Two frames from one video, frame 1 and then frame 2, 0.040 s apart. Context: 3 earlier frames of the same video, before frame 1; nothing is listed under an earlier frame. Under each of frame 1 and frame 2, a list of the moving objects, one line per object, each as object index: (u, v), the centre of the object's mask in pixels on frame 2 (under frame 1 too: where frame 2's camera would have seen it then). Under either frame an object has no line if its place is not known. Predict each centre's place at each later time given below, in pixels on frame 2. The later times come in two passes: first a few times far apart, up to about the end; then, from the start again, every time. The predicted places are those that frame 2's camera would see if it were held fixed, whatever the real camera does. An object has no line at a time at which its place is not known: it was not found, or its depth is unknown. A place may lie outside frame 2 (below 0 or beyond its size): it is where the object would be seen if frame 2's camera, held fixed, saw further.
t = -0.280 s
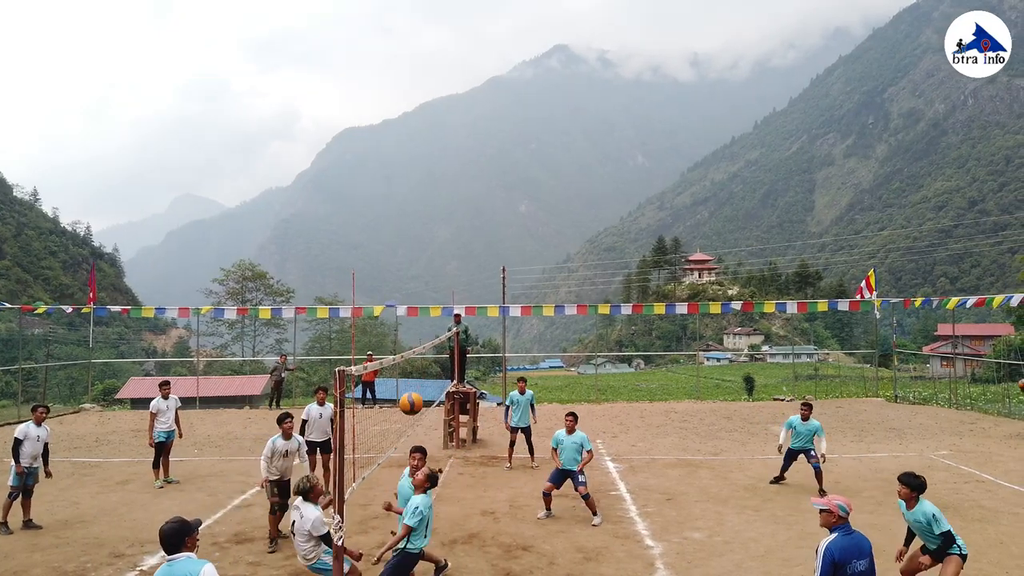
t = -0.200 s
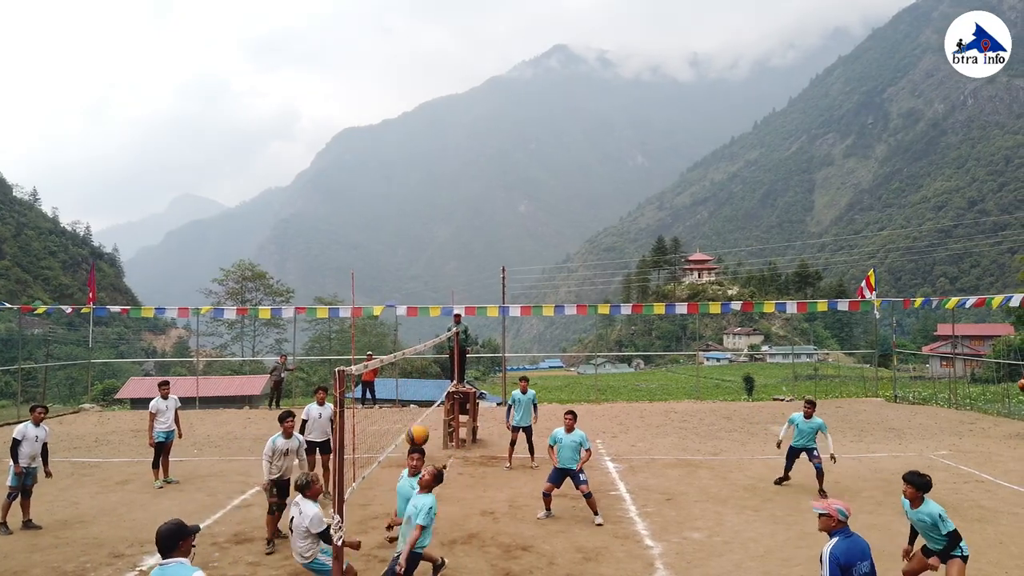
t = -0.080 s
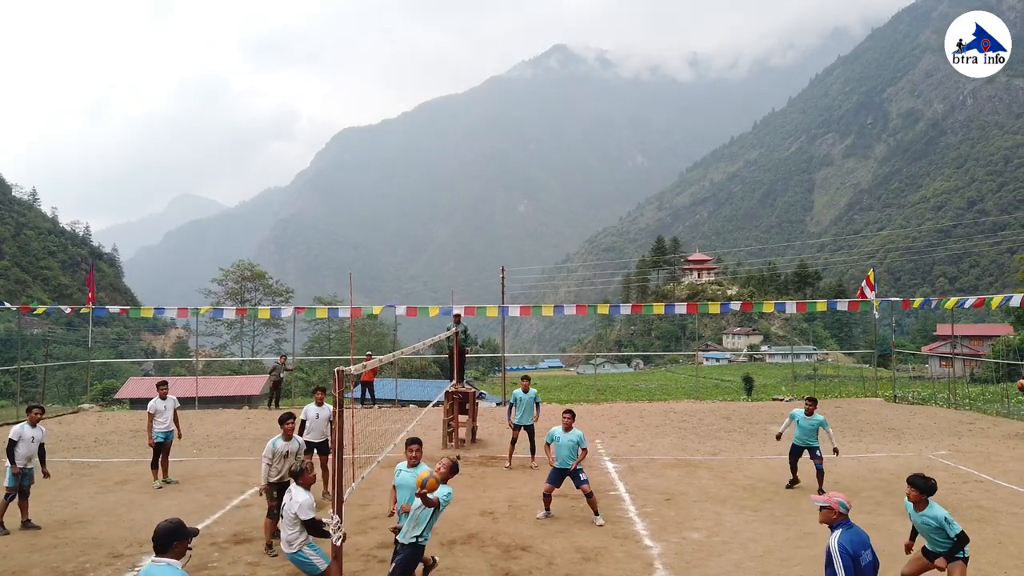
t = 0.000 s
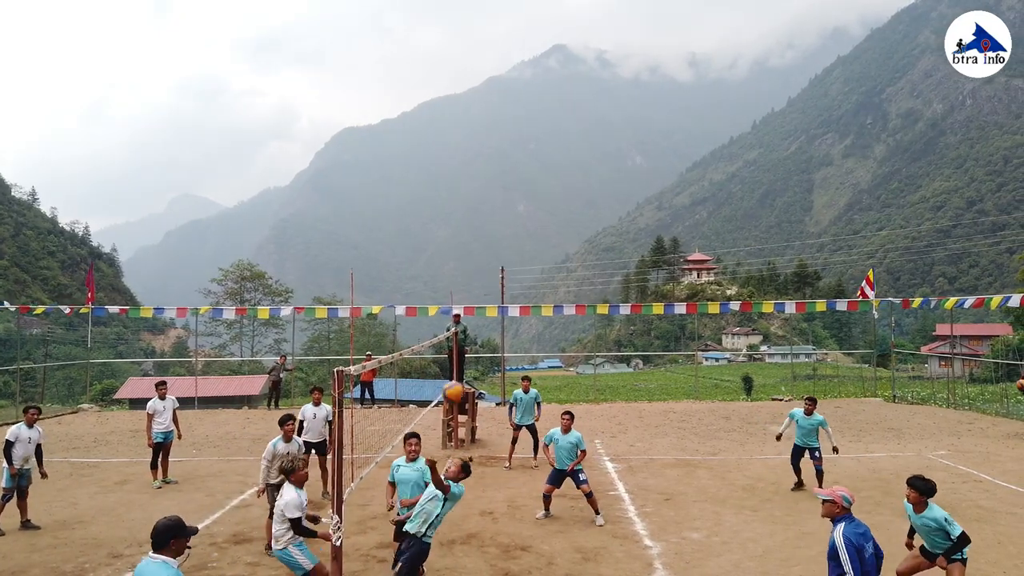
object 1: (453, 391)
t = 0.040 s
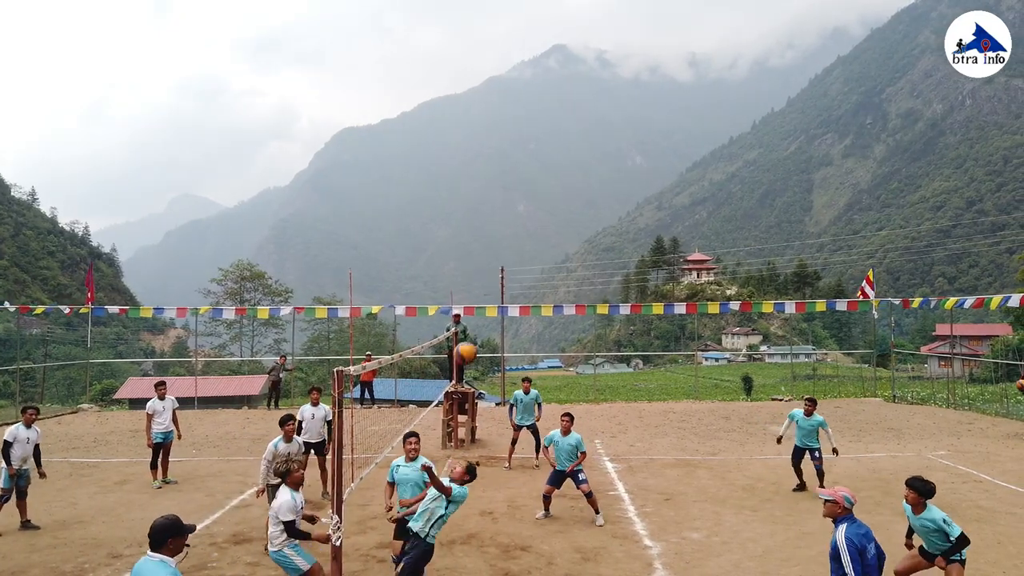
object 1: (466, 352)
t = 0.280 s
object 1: (527, 177)
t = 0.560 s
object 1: (585, 74)
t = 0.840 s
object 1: (634, 55)
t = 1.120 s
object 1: (673, 103)
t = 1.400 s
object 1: (704, 201)
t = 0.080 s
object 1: (477, 317)
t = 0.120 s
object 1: (487, 283)
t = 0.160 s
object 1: (498, 253)
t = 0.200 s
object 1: (508, 225)
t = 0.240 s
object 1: (518, 200)
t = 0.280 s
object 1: (527, 177)
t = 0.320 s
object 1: (536, 155)
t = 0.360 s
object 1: (545, 137)
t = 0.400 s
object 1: (554, 121)
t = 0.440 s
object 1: (562, 106)
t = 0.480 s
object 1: (570, 94)
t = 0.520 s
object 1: (578, 83)
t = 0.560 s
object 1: (585, 74)
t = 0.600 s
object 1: (593, 67)
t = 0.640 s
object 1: (600, 60)
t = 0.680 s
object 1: (607, 57)
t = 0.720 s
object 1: (614, 54)
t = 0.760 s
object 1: (621, 53)
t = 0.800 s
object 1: (627, 54)
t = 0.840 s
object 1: (634, 55)
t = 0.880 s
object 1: (640, 59)
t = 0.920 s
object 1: (646, 63)
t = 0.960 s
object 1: (652, 68)
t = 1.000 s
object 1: (658, 76)
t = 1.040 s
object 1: (663, 84)
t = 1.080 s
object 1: (668, 93)
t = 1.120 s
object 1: (673, 103)
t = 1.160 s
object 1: (678, 114)
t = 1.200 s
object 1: (683, 126)
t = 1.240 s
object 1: (688, 140)
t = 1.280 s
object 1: (692, 153)
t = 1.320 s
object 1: (697, 168)
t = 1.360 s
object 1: (700, 184)
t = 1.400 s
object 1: (704, 201)
